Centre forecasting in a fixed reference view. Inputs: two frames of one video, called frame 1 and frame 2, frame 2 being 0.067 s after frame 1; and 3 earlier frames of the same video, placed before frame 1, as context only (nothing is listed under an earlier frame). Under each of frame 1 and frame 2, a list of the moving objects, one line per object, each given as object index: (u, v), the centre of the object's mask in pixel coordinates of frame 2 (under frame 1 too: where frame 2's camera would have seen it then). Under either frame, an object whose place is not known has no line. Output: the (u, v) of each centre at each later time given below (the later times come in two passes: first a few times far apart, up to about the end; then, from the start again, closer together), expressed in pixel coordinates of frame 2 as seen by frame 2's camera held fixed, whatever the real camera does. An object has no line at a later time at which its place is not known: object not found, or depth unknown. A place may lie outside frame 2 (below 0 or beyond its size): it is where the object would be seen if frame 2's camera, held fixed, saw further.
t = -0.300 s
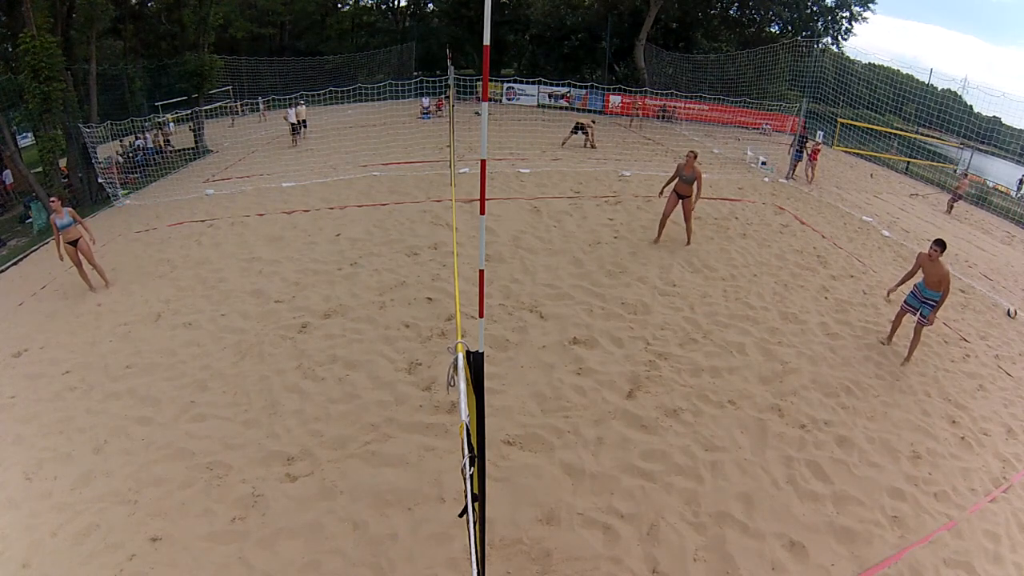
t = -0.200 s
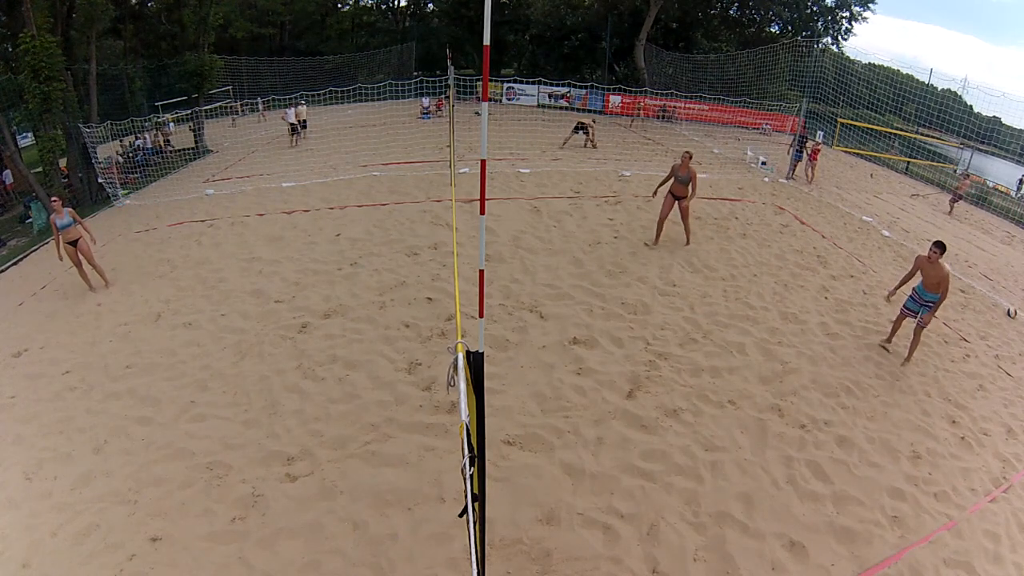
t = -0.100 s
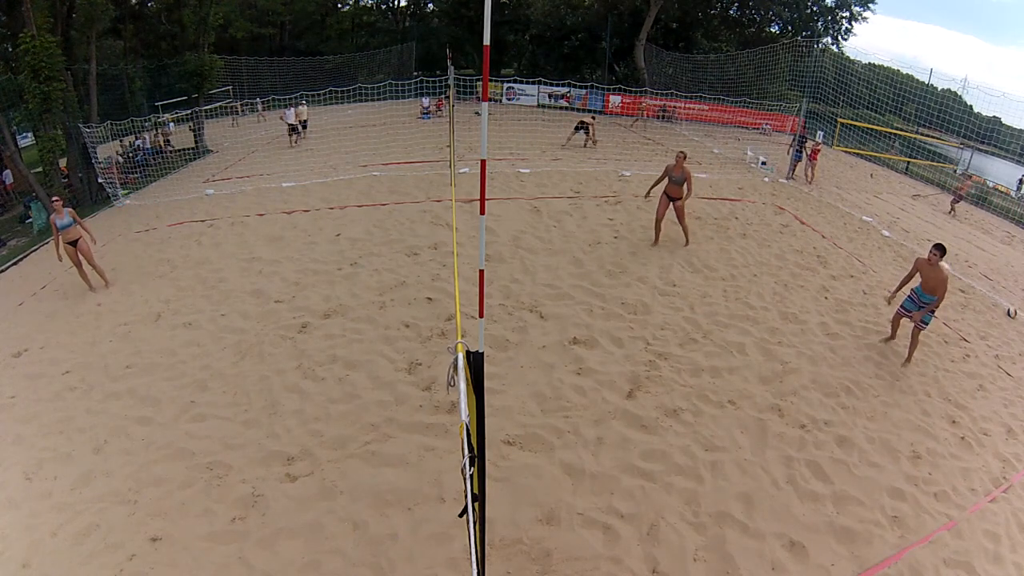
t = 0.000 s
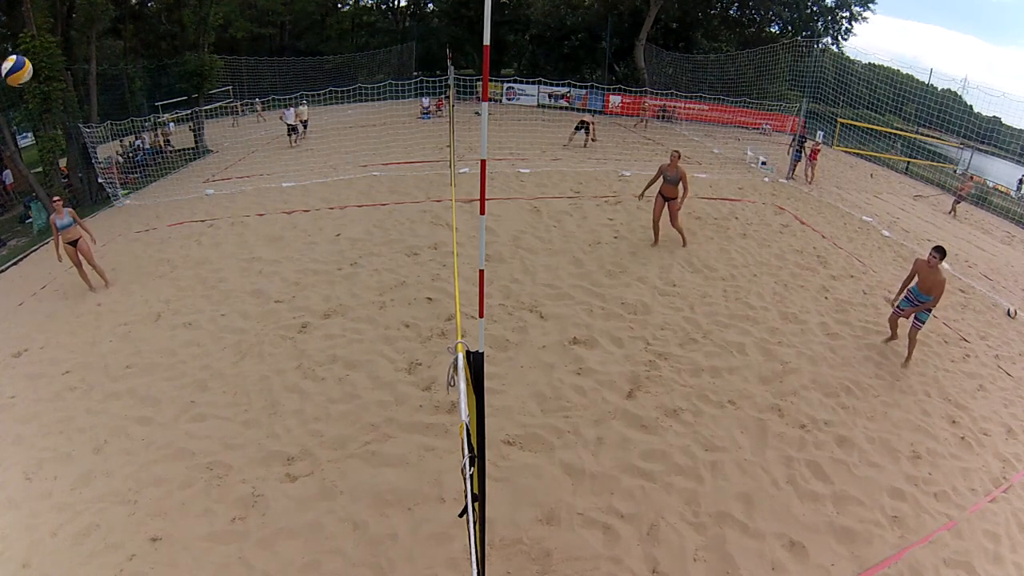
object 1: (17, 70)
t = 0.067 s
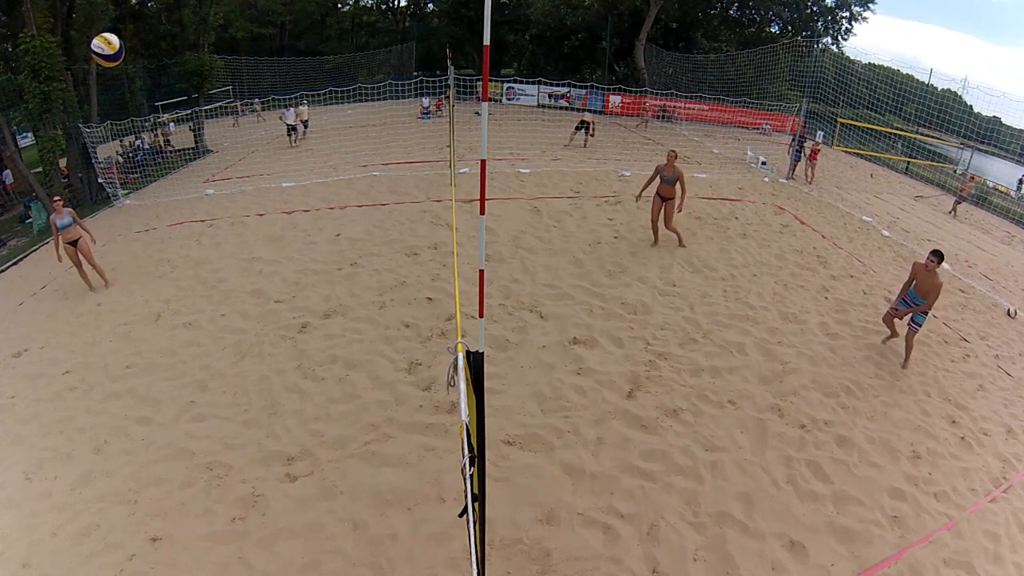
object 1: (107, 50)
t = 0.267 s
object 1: (447, 62)
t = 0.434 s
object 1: (666, 143)
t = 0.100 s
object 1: (159, 43)
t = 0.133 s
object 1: (215, 39)
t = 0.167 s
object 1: (272, 41)
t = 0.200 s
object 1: (332, 45)
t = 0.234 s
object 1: (390, 52)
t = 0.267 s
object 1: (447, 62)
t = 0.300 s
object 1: (502, 77)
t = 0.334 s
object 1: (550, 93)
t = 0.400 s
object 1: (633, 125)
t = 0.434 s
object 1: (666, 143)
